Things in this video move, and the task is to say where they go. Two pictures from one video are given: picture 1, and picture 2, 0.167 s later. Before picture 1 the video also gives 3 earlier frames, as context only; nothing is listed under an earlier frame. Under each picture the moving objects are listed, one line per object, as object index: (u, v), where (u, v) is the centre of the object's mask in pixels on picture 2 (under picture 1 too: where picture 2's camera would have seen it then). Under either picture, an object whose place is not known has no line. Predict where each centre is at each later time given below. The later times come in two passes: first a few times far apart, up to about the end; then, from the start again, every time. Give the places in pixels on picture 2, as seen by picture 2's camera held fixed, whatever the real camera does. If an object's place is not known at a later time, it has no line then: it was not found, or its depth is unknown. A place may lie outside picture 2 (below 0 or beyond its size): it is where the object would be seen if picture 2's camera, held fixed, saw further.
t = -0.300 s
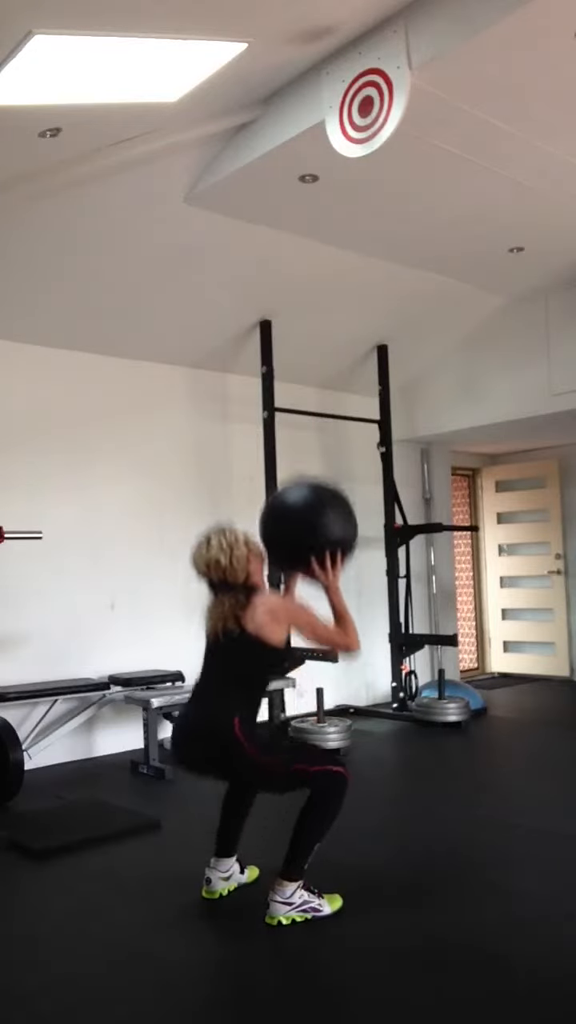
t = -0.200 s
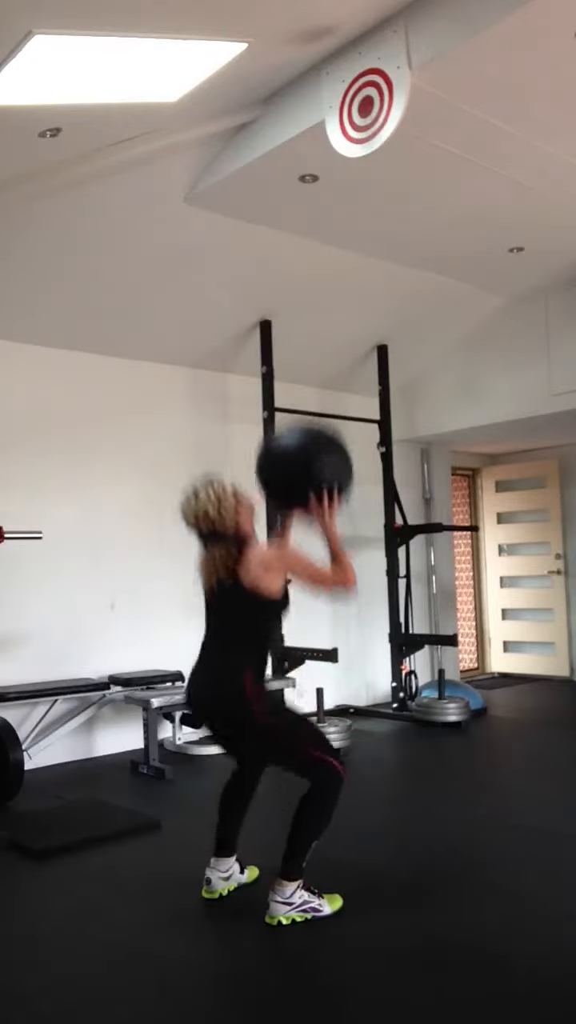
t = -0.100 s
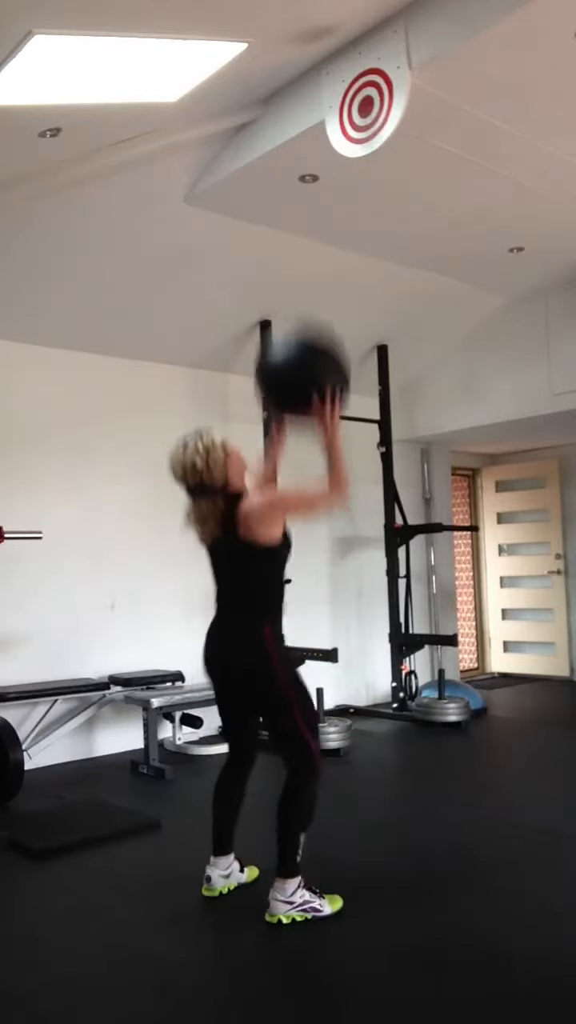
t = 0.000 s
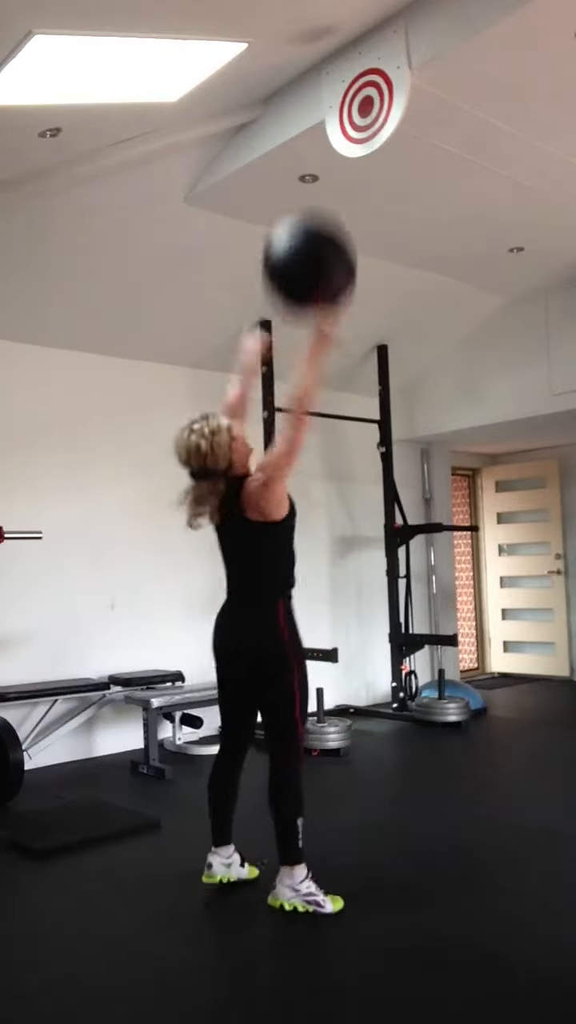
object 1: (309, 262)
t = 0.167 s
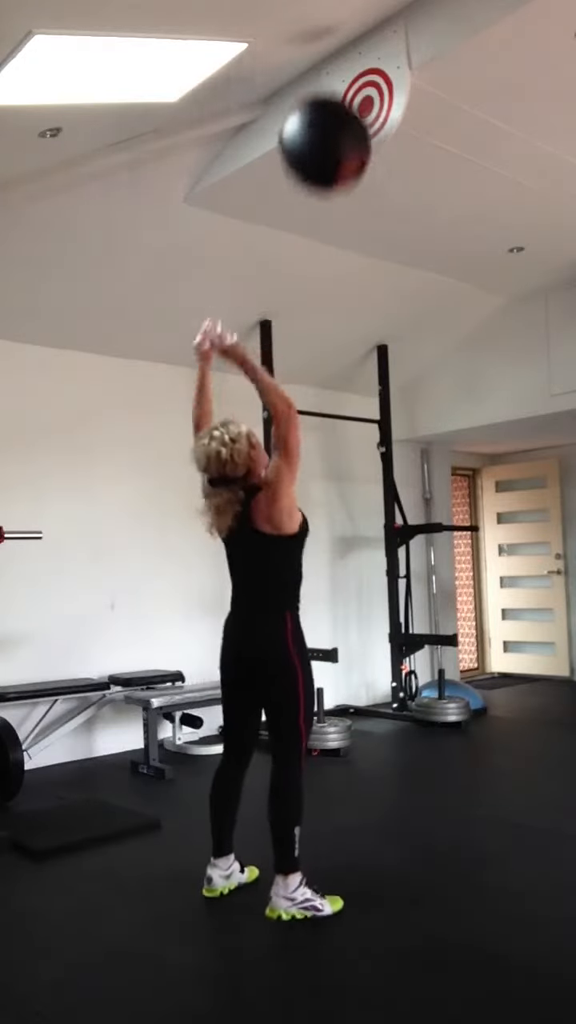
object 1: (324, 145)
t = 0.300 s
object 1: (340, 98)
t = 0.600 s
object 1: (312, 138)
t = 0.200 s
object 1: (328, 128)
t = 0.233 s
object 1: (331, 115)
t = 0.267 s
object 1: (338, 106)
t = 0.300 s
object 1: (340, 98)
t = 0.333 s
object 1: (341, 95)
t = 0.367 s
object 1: (338, 92)
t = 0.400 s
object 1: (338, 93)
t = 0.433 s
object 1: (333, 93)
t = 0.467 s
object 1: (328, 96)
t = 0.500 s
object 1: (322, 101)
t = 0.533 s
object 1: (320, 111)
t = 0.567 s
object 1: (315, 123)
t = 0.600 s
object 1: (312, 138)
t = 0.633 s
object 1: (309, 157)
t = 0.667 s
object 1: (306, 177)
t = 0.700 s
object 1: (305, 198)
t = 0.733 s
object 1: (301, 227)
